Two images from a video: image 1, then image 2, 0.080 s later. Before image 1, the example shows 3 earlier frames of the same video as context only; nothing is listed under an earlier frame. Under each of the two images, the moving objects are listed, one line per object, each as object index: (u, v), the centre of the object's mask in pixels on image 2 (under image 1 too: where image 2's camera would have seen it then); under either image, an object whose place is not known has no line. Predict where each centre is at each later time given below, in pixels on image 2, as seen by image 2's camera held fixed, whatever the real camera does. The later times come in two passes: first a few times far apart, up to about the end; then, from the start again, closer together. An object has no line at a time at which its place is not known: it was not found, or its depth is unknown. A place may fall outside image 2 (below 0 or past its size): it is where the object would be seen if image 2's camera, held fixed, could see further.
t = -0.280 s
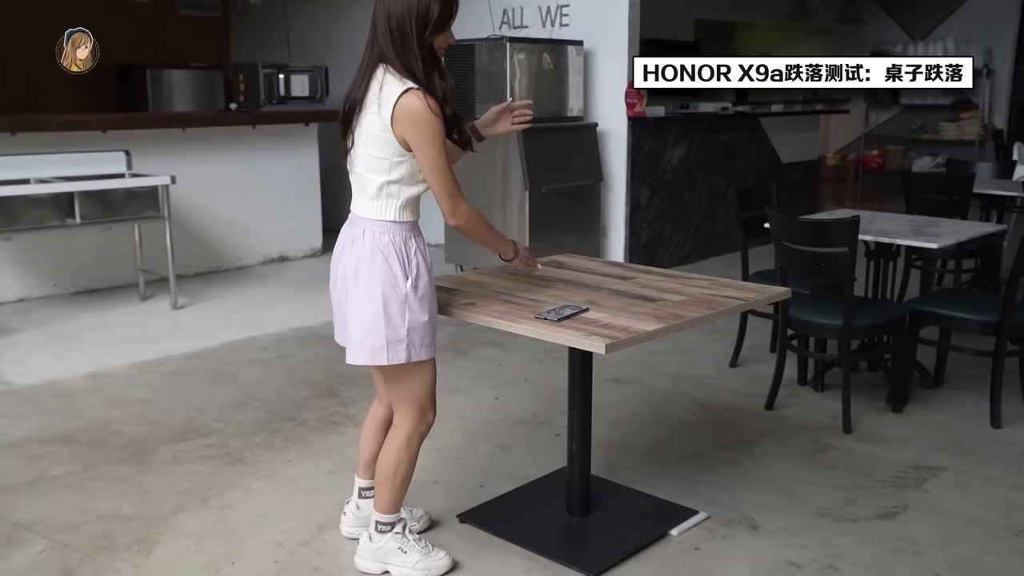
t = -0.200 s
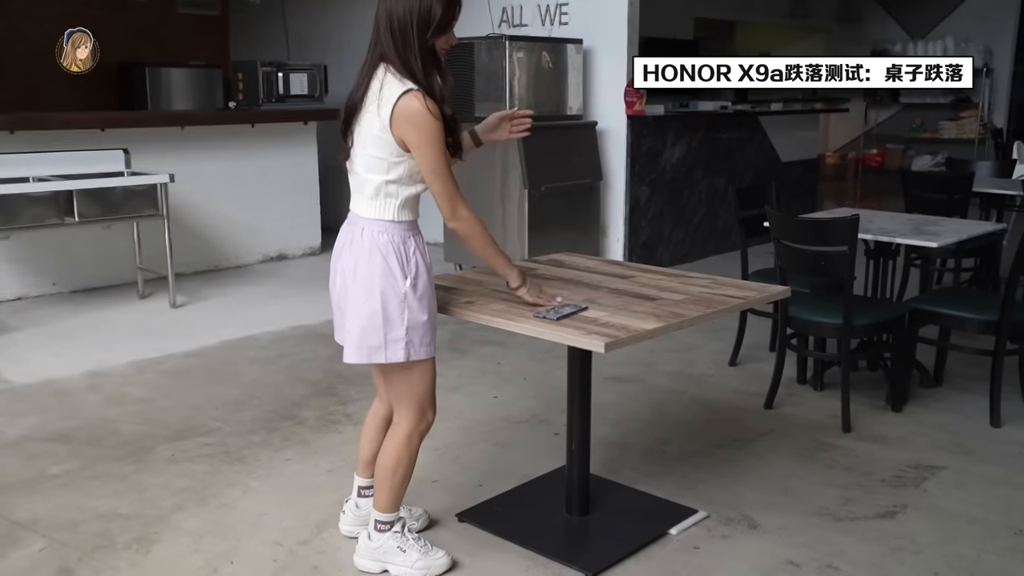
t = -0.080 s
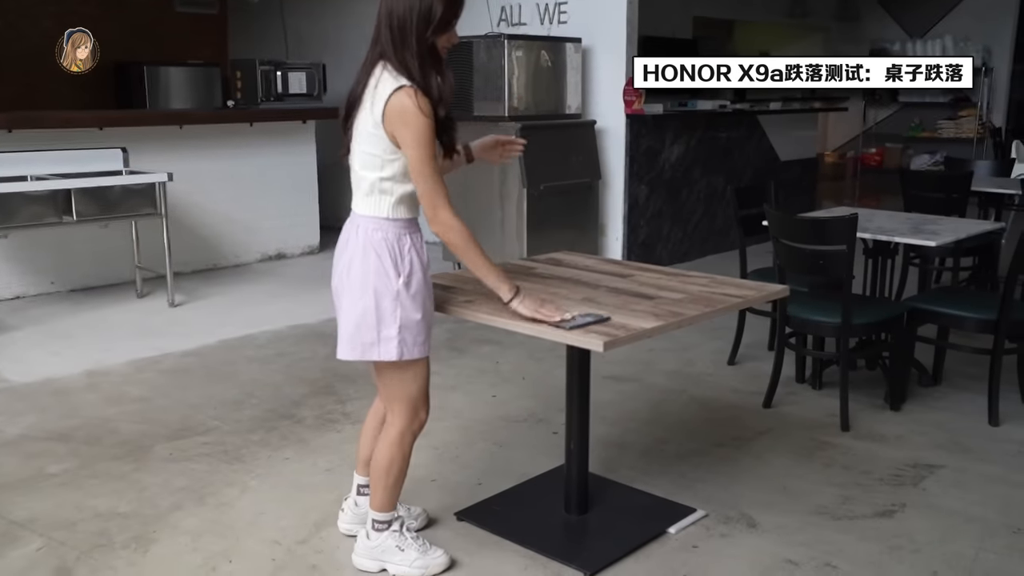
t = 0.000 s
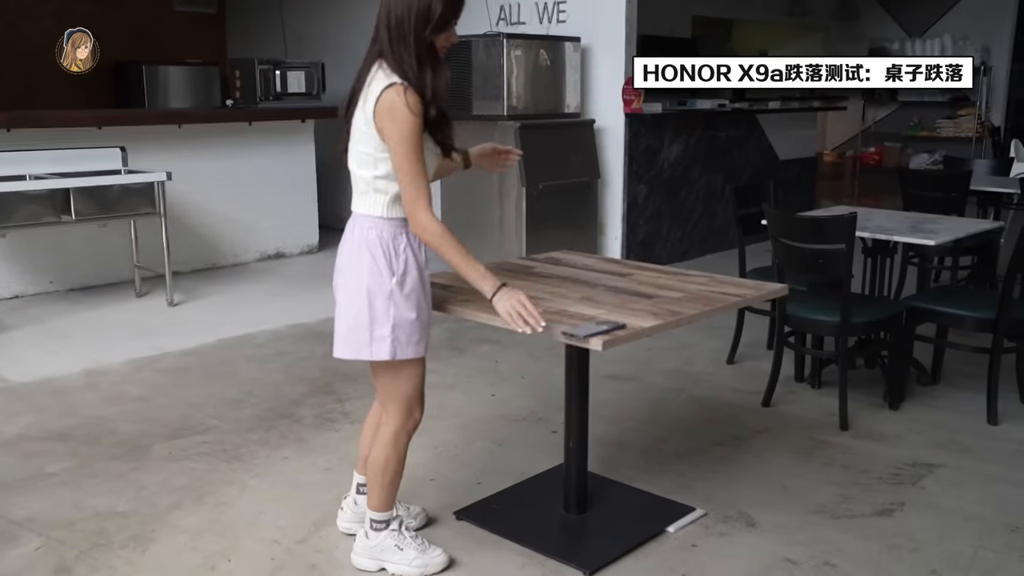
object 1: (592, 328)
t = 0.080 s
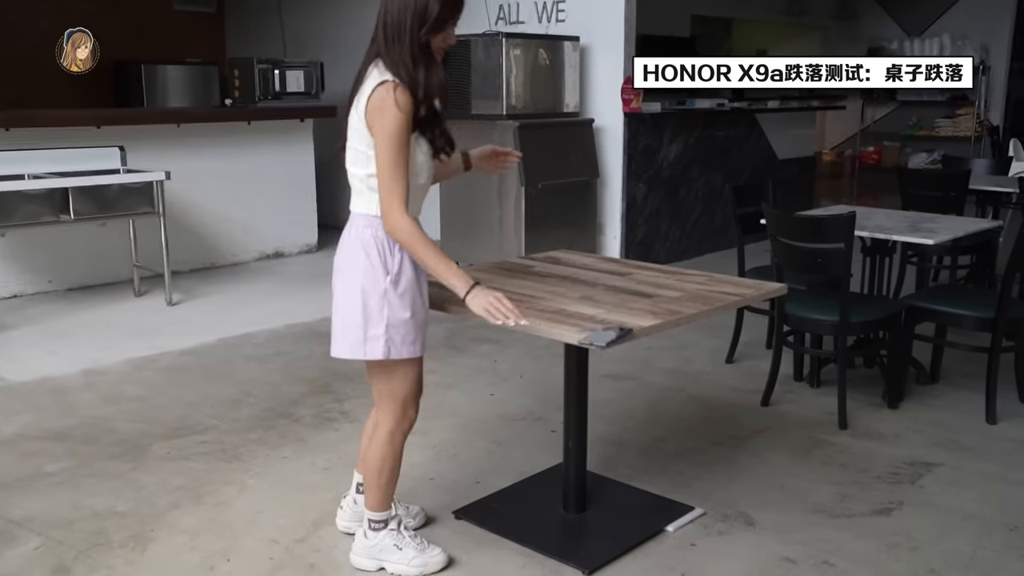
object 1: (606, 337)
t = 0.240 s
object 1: (632, 386)
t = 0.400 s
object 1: (655, 542)
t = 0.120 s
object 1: (612, 341)
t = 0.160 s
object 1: (618, 350)
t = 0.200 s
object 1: (625, 365)
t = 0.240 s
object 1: (632, 386)
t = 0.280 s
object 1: (637, 414)
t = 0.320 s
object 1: (643, 449)
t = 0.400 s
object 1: (655, 542)
